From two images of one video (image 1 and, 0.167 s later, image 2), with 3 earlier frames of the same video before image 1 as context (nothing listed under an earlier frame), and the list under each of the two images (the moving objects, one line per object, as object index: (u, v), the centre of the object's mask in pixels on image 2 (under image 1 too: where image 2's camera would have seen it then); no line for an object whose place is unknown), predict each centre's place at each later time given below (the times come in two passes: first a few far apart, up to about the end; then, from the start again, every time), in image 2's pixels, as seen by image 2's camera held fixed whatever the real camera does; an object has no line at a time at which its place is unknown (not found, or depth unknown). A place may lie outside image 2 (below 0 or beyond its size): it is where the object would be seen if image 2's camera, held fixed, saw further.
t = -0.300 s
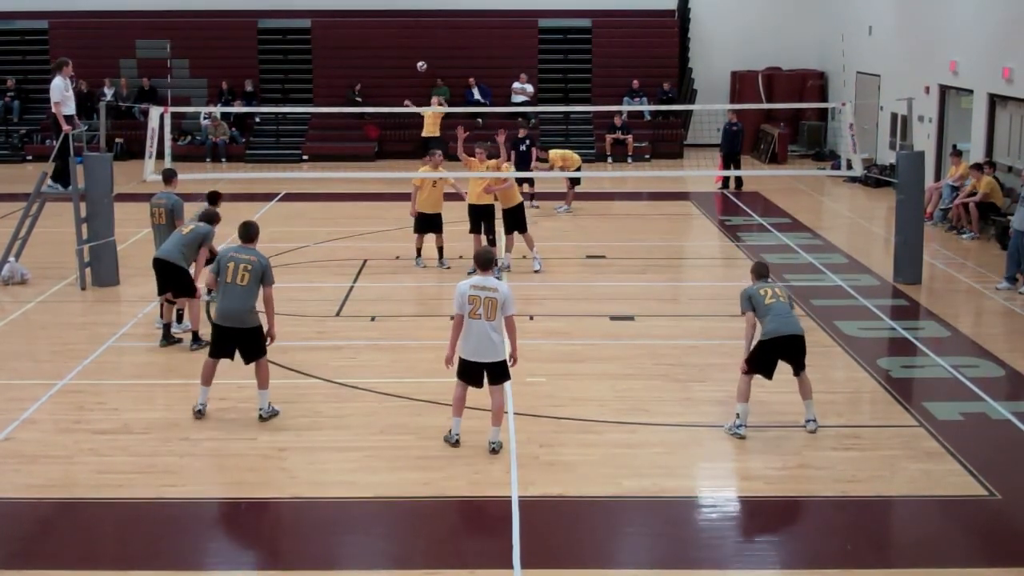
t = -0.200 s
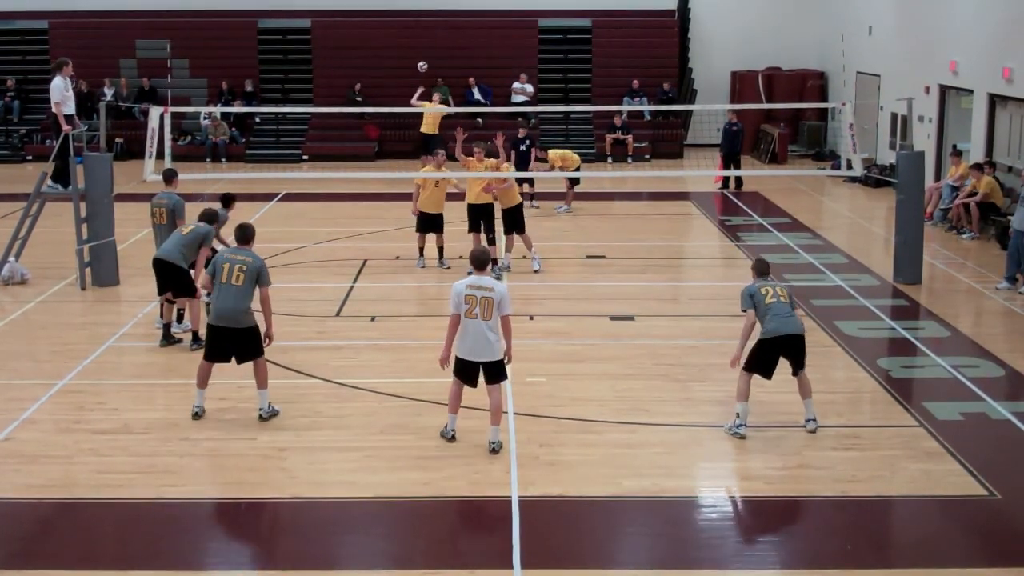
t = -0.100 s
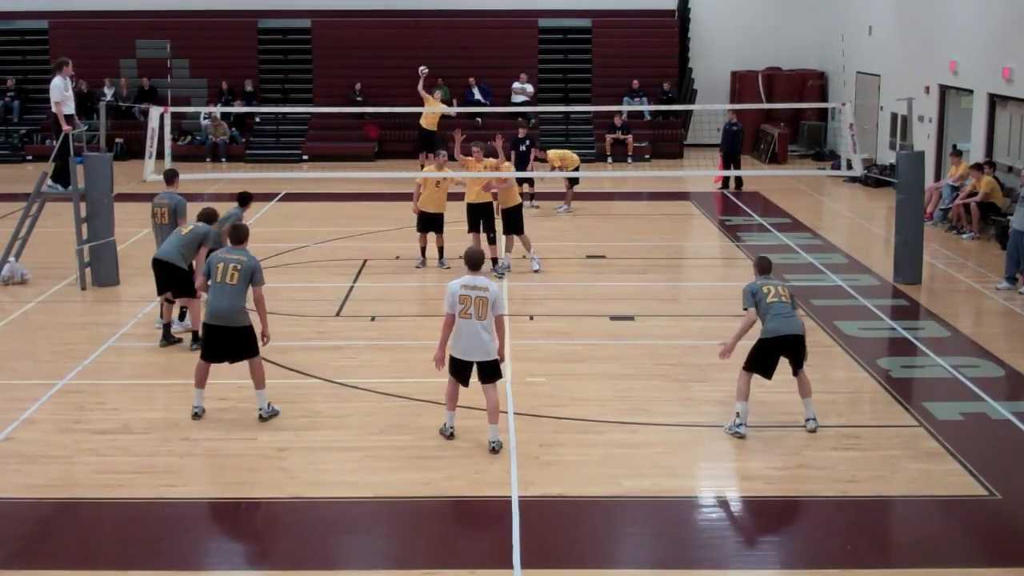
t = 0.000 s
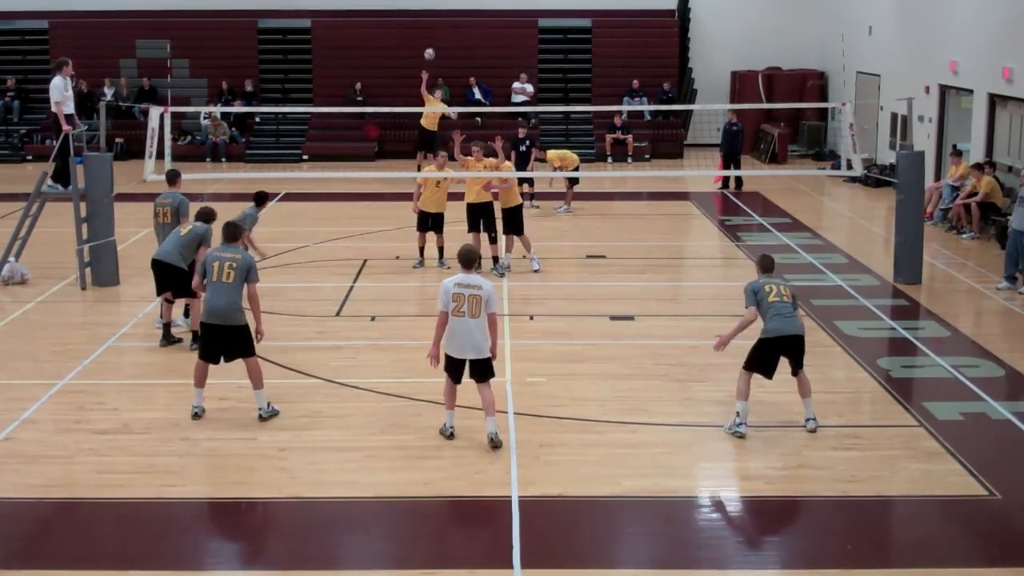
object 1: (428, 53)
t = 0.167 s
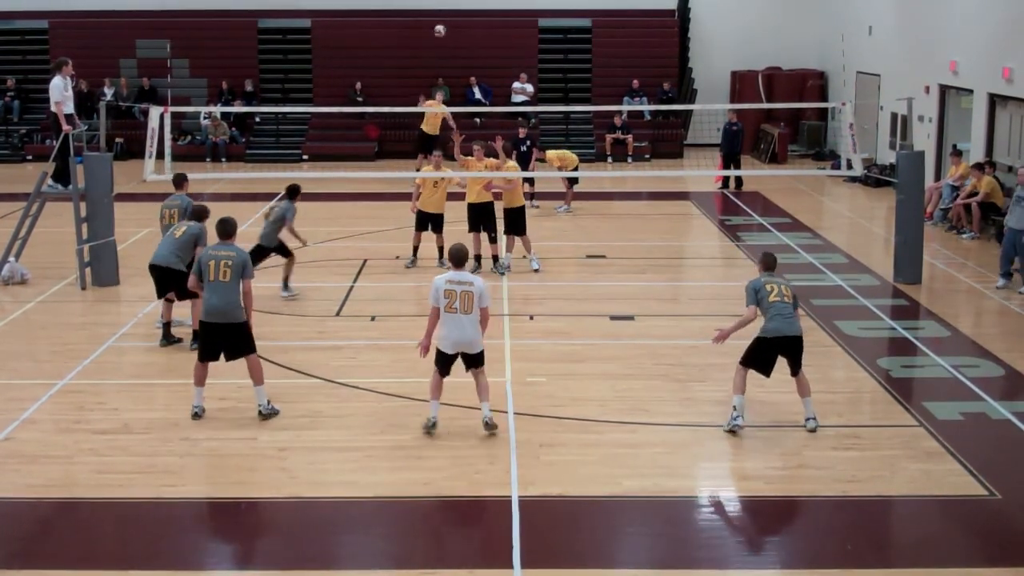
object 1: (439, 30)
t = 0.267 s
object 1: (447, 22)
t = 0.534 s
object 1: (472, 25)
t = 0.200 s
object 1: (441, 27)
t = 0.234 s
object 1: (444, 24)
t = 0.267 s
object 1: (447, 22)
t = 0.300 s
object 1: (449, 20)
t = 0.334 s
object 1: (452, 18)
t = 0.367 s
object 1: (455, 17)
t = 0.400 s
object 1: (458, 17)
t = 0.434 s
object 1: (462, 18)
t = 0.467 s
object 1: (465, 19)
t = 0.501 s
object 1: (469, 21)
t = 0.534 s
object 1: (472, 25)
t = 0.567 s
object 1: (477, 28)
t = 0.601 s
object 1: (481, 33)
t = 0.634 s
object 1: (486, 38)
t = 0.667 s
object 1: (492, 45)
